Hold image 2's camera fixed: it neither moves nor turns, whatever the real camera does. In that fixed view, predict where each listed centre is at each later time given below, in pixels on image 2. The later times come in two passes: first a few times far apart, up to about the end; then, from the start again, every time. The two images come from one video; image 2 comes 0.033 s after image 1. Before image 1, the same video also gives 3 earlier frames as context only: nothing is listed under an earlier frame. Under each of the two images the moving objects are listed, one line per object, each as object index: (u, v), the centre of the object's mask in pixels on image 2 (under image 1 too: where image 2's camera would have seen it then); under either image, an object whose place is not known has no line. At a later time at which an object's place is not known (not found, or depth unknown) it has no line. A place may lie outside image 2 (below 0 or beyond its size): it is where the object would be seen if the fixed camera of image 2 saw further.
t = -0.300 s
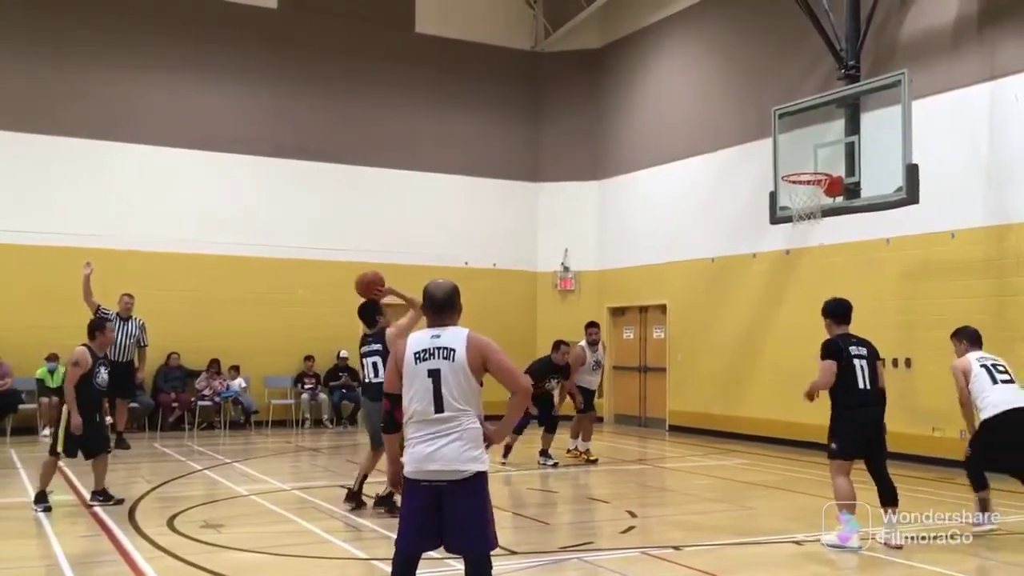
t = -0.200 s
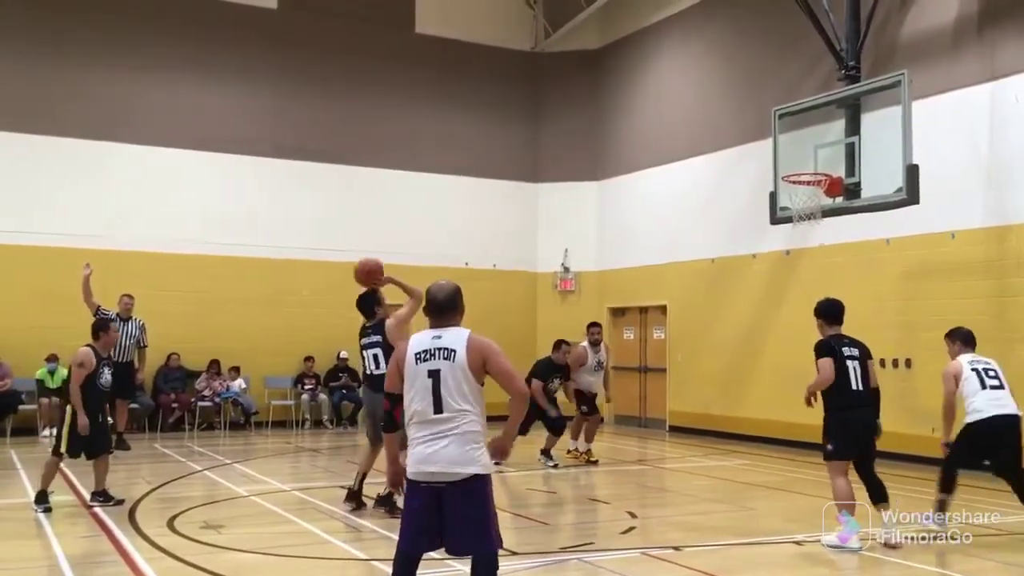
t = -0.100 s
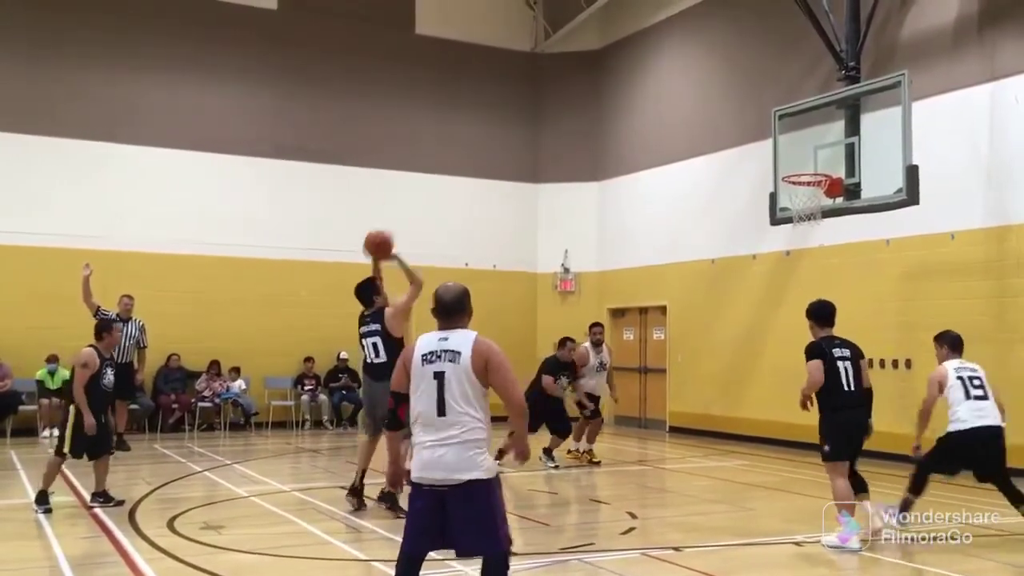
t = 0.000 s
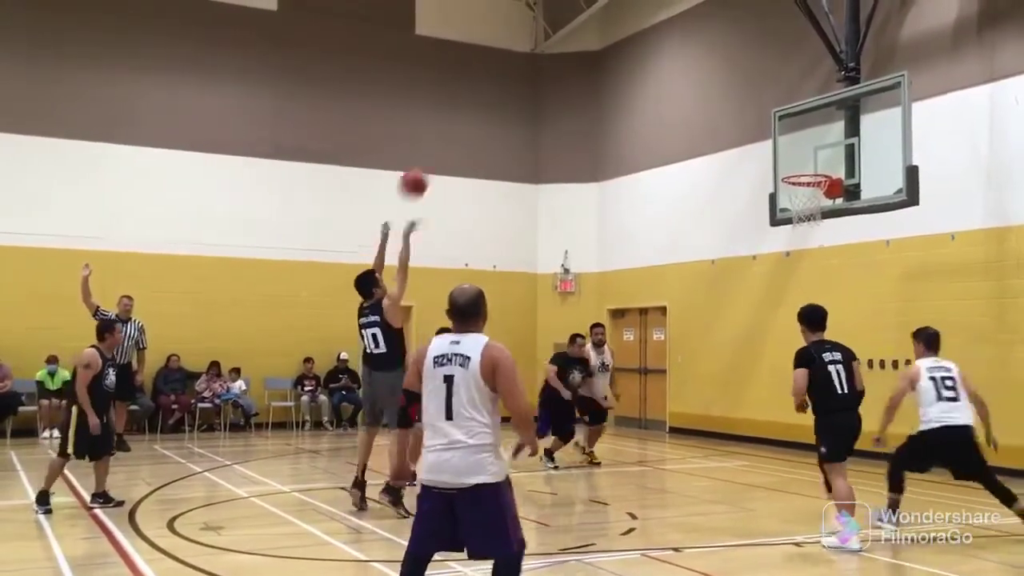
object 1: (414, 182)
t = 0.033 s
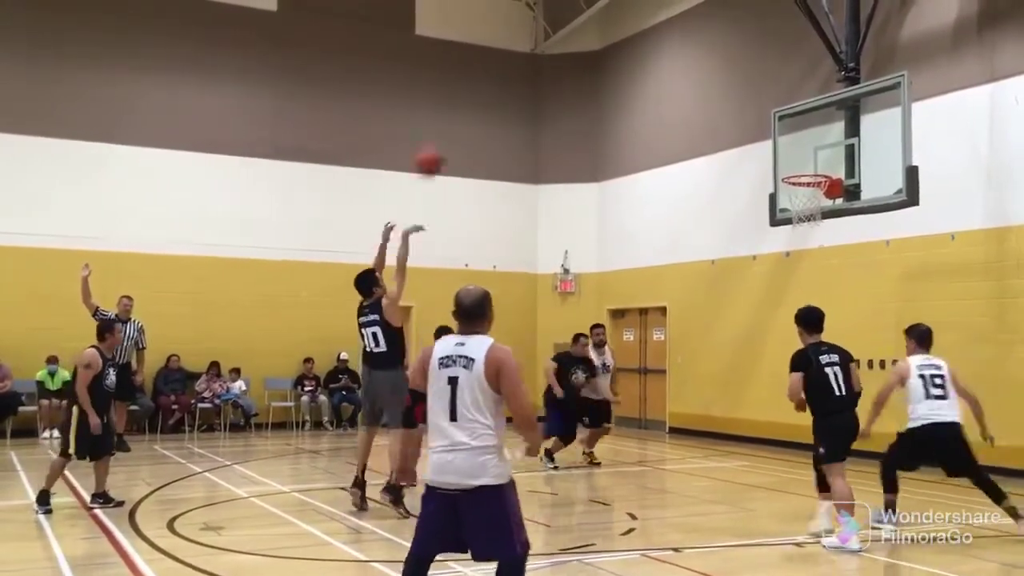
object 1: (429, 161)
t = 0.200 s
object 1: (500, 79)
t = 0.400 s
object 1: (578, 33)
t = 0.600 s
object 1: (650, 27)
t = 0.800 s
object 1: (716, 63)
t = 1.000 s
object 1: (775, 135)
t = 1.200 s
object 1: (825, 222)
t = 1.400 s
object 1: (856, 296)
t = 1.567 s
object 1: (882, 384)
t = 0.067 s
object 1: (445, 141)
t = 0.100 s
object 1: (457, 124)
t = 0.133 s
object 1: (473, 108)
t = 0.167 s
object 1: (488, 90)
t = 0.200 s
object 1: (500, 79)
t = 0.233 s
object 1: (513, 69)
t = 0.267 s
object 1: (526, 61)
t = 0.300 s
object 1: (540, 51)
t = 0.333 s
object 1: (552, 44)
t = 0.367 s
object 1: (565, 37)
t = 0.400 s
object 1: (578, 33)
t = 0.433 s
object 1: (591, 28)
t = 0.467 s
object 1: (604, 25)
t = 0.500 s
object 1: (615, 24)
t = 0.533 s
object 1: (627, 24)
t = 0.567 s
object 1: (639, 24)
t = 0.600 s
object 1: (650, 27)
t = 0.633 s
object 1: (661, 32)
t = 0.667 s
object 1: (672, 36)
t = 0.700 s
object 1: (683, 41)
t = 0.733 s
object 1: (694, 48)
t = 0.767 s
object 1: (705, 55)
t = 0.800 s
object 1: (716, 63)
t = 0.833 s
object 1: (726, 74)
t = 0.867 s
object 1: (736, 83)
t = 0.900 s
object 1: (746, 95)
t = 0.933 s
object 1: (755, 109)
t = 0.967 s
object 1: (764, 121)
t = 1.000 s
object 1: (775, 135)
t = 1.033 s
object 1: (786, 152)
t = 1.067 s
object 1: (794, 167)
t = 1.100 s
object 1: (803, 186)
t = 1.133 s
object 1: (813, 202)
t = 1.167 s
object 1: (820, 214)
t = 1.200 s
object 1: (825, 222)
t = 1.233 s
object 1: (830, 232)
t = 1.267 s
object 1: (835, 243)
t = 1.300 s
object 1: (841, 254)
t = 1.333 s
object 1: (846, 267)
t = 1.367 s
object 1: (851, 281)
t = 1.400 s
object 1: (856, 296)
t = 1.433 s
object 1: (861, 311)
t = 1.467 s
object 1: (866, 328)
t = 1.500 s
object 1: (872, 345)
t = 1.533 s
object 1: (877, 364)
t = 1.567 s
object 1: (882, 384)
